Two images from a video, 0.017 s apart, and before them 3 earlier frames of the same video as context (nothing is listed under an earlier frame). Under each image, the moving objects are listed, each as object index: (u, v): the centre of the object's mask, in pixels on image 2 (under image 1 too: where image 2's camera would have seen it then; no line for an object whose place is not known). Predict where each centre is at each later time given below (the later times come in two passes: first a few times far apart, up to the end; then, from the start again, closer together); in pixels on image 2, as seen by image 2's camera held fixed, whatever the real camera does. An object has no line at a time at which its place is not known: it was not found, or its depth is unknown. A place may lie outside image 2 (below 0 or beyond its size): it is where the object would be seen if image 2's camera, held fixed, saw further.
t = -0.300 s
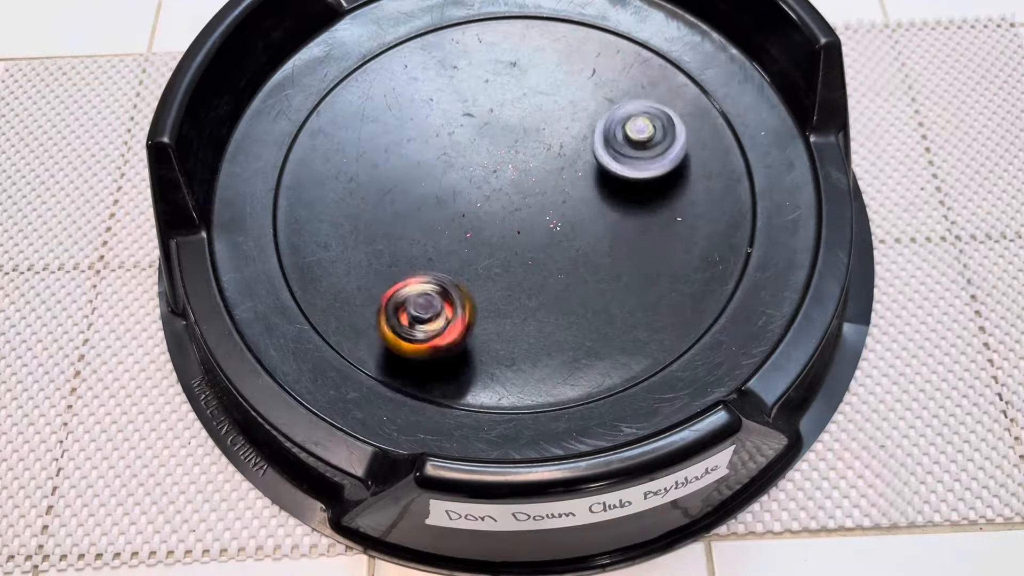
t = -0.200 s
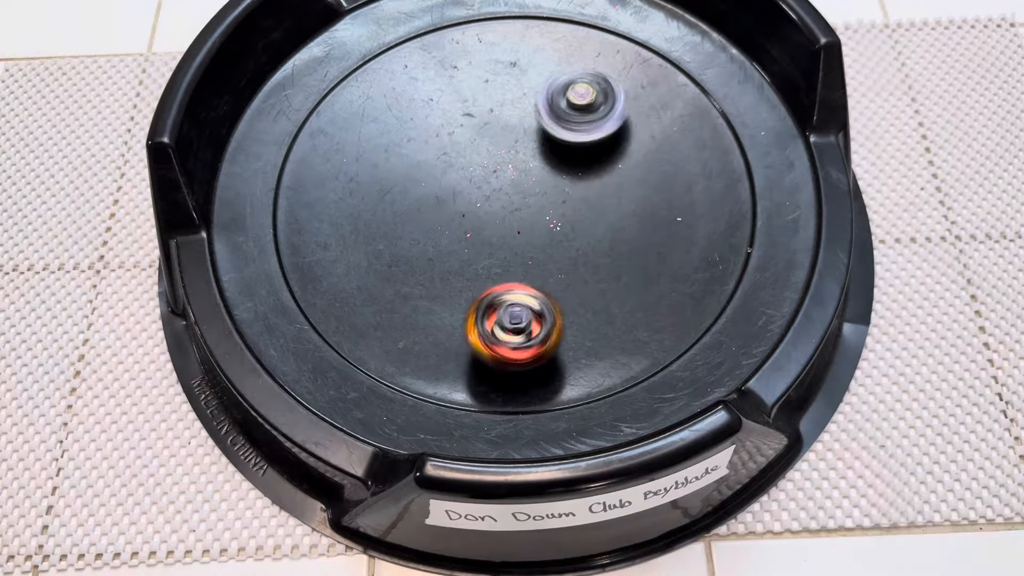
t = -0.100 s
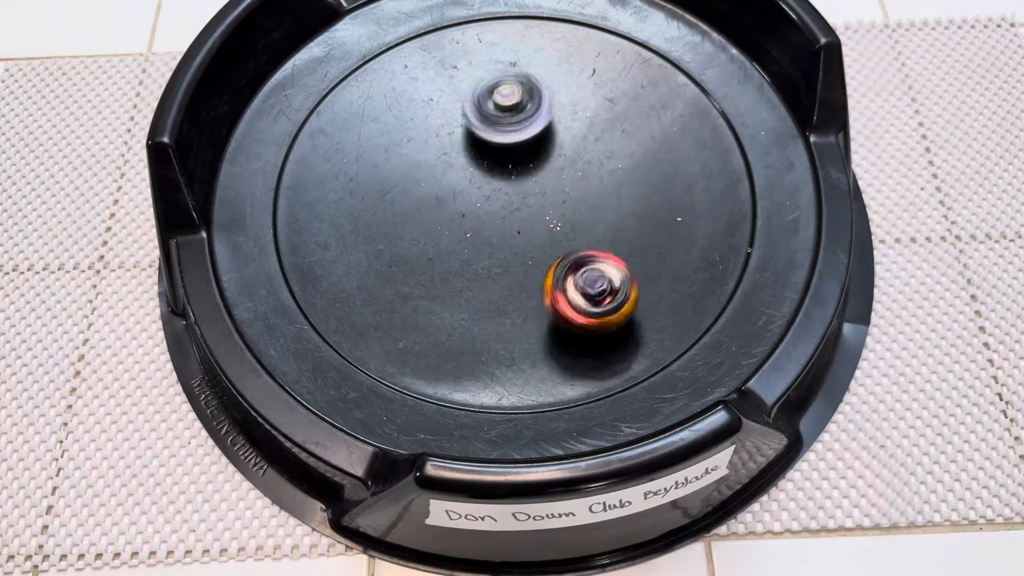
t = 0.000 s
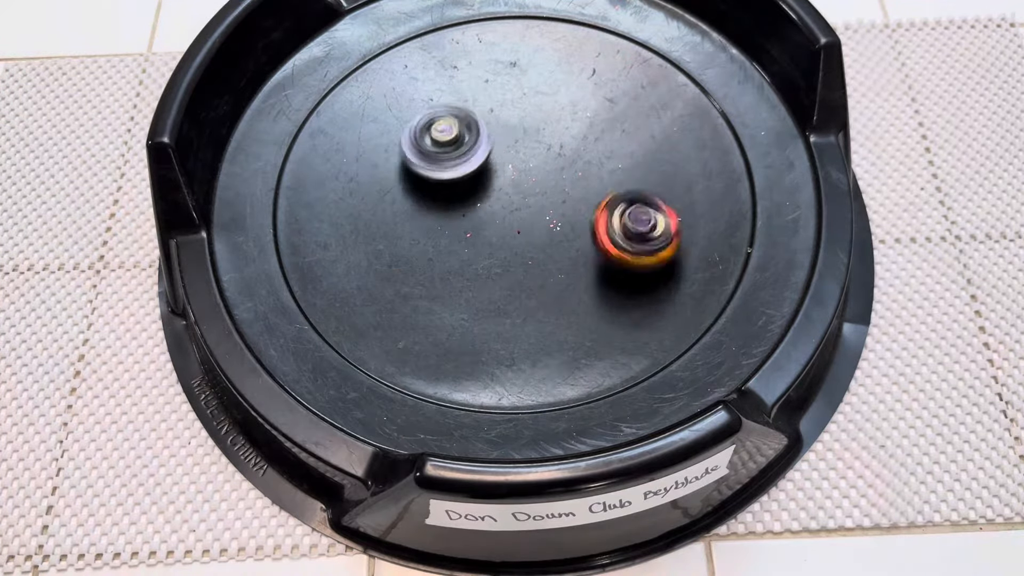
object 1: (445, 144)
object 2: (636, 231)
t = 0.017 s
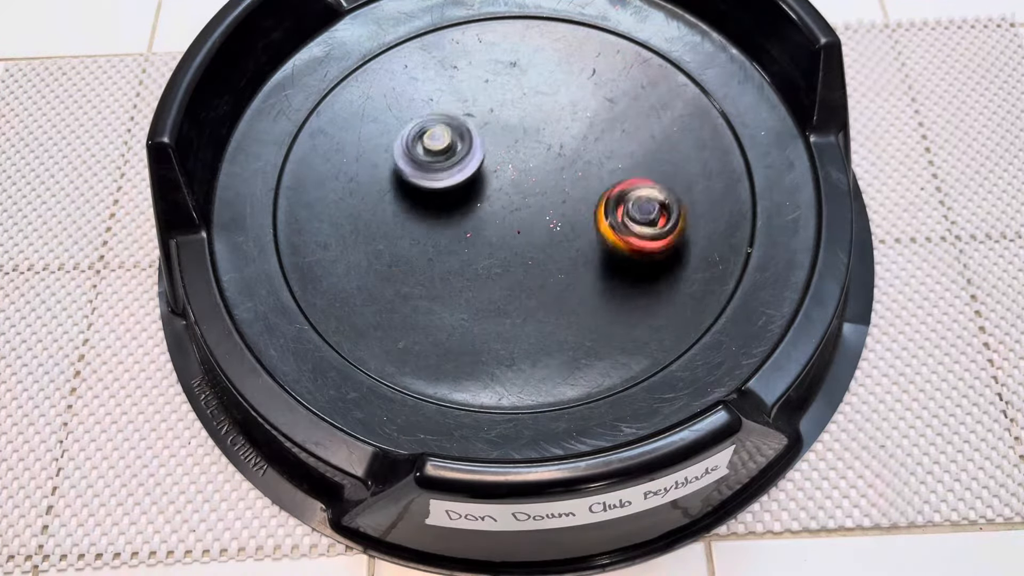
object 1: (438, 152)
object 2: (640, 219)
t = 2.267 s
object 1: (456, 245)
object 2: (572, 290)
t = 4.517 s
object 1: (449, 214)
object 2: (560, 212)
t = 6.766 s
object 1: (466, 157)
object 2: (554, 177)
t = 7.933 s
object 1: (525, 200)
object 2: (541, 102)
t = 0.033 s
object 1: (431, 161)
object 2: (644, 209)
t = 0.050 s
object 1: (426, 171)
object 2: (645, 196)
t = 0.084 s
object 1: (419, 190)
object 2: (647, 175)
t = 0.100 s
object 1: (417, 201)
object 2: (646, 163)
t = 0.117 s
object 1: (417, 211)
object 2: (645, 152)
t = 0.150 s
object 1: (420, 229)
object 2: (639, 129)
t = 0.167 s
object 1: (424, 239)
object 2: (634, 120)
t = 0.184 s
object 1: (428, 248)
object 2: (630, 111)
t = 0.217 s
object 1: (441, 265)
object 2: (617, 91)
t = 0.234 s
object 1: (449, 272)
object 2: (609, 81)
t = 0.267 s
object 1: (468, 282)
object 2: (592, 66)
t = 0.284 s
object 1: (477, 287)
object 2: (582, 60)
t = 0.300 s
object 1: (487, 289)
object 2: (573, 54)
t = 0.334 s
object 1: (506, 292)
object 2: (550, 45)
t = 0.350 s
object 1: (515, 293)
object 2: (538, 43)
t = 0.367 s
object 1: (523, 292)
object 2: (527, 42)
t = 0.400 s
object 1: (541, 289)
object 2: (501, 41)
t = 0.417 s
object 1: (550, 287)
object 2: (488, 42)
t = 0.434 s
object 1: (558, 283)
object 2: (477, 44)
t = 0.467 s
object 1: (573, 274)
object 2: (454, 53)
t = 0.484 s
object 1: (580, 267)
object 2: (443, 57)
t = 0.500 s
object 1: (586, 261)
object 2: (432, 64)
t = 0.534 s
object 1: (596, 247)
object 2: (414, 78)
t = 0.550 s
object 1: (599, 239)
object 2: (406, 86)
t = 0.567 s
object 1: (601, 231)
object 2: (398, 97)
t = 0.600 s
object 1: (603, 215)
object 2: (386, 115)
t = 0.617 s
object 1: (602, 207)
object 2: (382, 125)
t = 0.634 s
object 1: (600, 199)
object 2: (378, 137)
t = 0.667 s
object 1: (594, 184)
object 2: (373, 158)
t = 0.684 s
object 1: (590, 177)
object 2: (371, 169)
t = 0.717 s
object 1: (578, 163)
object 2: (372, 192)
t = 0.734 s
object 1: (571, 156)
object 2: (375, 202)
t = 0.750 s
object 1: (563, 150)
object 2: (378, 216)
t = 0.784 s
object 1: (546, 140)
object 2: (386, 237)
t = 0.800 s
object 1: (536, 136)
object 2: (391, 247)
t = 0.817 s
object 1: (525, 133)
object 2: (398, 258)
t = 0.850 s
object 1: (505, 129)
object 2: (414, 276)
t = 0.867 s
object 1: (493, 128)
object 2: (423, 283)
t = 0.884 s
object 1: (483, 128)
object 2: (434, 292)
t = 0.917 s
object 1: (463, 130)
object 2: (457, 306)
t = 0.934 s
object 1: (454, 132)
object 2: (470, 310)
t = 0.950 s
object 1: (446, 135)
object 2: (483, 316)
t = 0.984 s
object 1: (429, 143)
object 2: (510, 322)
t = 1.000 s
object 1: (422, 148)
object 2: (525, 322)
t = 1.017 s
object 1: (416, 153)
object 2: (539, 322)
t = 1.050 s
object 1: (406, 165)
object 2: (568, 318)
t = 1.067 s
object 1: (403, 171)
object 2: (582, 314)
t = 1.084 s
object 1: (401, 178)
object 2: (594, 307)
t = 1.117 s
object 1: (400, 192)
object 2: (617, 294)
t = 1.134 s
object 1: (400, 199)
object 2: (627, 287)
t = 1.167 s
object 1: (405, 213)
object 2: (644, 269)
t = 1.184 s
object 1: (409, 220)
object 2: (650, 257)
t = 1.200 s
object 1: (413, 227)
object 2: (655, 248)
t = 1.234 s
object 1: (424, 240)
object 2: (661, 226)
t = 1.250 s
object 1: (431, 245)
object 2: (662, 213)
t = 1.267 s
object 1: (439, 250)
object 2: (662, 204)
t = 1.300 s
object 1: (456, 258)
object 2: (657, 181)
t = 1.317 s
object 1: (466, 261)
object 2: (654, 171)
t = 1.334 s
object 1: (475, 262)
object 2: (650, 161)
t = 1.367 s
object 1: (496, 263)
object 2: (638, 141)
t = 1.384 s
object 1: (507, 262)
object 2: (631, 132)
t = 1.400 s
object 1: (517, 260)
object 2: (623, 124)
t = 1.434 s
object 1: (537, 254)
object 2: (607, 108)
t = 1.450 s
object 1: (546, 249)
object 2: (597, 101)
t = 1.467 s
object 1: (555, 244)
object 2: (587, 94)
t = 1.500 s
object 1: (570, 230)
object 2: (567, 83)
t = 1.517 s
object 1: (575, 223)
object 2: (556, 79)
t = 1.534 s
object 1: (581, 215)
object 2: (545, 74)
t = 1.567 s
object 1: (588, 198)
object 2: (521, 68)
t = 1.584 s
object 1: (590, 190)
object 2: (509, 66)
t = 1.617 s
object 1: (591, 173)
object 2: (485, 63)
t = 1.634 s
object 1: (591, 165)
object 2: (473, 62)
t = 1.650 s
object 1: (589, 157)
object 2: (461, 64)
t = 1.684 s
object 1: (583, 142)
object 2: (437, 68)
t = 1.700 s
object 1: (579, 136)
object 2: (426, 70)
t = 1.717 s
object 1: (574, 129)
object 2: (415, 75)
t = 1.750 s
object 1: (562, 117)
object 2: (394, 86)
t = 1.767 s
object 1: (554, 111)
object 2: (385, 92)
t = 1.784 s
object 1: (548, 107)
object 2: (377, 101)
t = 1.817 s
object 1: (532, 101)
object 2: (363, 117)
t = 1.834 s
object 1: (522, 98)
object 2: (358, 126)
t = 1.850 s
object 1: (514, 97)
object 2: (353, 137)
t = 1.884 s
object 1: (495, 97)
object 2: (349, 158)
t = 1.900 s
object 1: (487, 98)
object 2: (350, 169)
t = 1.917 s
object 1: (478, 99)
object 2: (350, 180)
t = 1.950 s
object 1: (461, 104)
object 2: (357, 201)
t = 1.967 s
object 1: (454, 108)
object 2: (362, 211)
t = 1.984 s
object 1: (446, 112)
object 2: (369, 221)
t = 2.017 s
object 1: (432, 124)
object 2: (384, 240)
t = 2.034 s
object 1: (427, 130)
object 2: (393, 249)
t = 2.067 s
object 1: (418, 145)
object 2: (414, 264)
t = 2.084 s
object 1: (415, 153)
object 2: (425, 269)
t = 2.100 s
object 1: (413, 162)
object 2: (437, 276)
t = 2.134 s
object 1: (413, 180)
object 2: (463, 286)
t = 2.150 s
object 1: (414, 188)
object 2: (476, 288)
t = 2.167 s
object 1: (417, 197)
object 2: (490, 292)
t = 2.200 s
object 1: (426, 215)
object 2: (517, 295)
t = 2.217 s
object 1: (432, 223)
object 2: (531, 294)
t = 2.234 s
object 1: (439, 231)
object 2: (545, 294)
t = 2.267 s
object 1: (456, 245)
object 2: (572, 290)
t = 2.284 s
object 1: (465, 251)
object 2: (585, 285)
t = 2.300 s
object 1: (476, 256)
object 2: (598, 281)
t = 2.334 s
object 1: (499, 262)
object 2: (622, 270)
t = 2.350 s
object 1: (510, 264)
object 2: (633, 261)
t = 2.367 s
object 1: (523, 265)
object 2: (643, 255)
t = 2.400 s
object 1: (546, 264)
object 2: (660, 238)
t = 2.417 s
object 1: (558, 261)
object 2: (667, 226)
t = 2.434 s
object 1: (569, 257)
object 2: (672, 218)
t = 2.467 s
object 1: (589, 247)
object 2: (678, 197)
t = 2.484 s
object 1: (598, 241)
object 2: (678, 184)
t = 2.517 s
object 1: (613, 227)
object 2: (676, 165)
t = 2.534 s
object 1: (617, 220)
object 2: (673, 154)
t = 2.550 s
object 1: (620, 214)
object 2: (669, 143)
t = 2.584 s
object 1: (624, 200)
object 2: (657, 124)
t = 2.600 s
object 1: (624, 194)
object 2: (649, 116)
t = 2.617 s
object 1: (622, 188)
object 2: (641, 108)
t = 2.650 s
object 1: (618, 176)
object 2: (621, 95)
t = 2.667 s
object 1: (615, 170)
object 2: (611, 89)
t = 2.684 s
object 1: (611, 165)
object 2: (601, 85)
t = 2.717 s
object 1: (601, 155)
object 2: (578, 78)
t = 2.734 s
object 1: (595, 150)
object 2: (567, 76)
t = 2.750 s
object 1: (588, 147)
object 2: (554, 74)
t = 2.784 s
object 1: (575, 142)
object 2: (531, 72)
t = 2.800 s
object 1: (568, 140)
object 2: (519, 72)
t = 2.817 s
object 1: (560, 139)
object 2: (507, 72)
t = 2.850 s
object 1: (543, 137)
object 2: (482, 74)
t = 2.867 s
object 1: (535, 136)
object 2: (470, 76)
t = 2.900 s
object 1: (517, 137)
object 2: (448, 80)
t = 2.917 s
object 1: (507, 139)
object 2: (436, 84)
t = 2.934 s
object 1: (499, 141)
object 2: (425, 88)
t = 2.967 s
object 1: (482, 147)
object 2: (404, 97)
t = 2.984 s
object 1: (474, 151)
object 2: (394, 103)
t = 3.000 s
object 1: (467, 155)
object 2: (385, 109)
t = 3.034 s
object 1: (453, 166)
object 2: (367, 123)
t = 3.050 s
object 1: (447, 172)
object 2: (360, 131)
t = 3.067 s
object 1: (442, 178)
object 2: (354, 140)
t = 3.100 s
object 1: (435, 192)
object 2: (343, 159)
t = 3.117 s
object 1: (433, 199)
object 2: (340, 168)
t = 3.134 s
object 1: (431, 205)
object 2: (337, 178)
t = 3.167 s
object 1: (431, 220)
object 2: (337, 200)
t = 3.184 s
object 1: (433, 227)
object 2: (338, 210)
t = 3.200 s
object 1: (436, 235)
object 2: (340, 220)
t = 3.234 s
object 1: (446, 248)
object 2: (348, 239)
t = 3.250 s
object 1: (452, 254)
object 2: (354, 248)
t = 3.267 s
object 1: (458, 260)
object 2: (362, 256)
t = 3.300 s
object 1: (476, 268)
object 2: (378, 270)
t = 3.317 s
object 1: (486, 272)
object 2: (388, 276)
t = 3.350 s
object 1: (505, 275)
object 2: (410, 287)
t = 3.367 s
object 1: (517, 275)
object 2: (422, 290)
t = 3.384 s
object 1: (528, 275)
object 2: (432, 294)
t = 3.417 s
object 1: (549, 272)
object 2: (457, 297)
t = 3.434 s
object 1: (559, 268)
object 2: (467, 296)
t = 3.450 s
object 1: (568, 264)
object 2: (480, 297)
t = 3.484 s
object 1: (588, 251)
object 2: (498, 291)
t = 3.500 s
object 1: (596, 244)
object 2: (502, 289)
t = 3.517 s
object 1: (602, 238)
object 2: (509, 284)
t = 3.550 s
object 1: (610, 223)
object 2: (518, 276)
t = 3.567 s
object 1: (613, 217)
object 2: (523, 272)
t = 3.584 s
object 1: (614, 210)
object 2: (525, 265)
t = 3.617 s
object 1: (615, 195)
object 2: (534, 253)
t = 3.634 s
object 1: (613, 187)
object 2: (537, 243)
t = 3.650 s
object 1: (611, 180)
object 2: (537, 237)
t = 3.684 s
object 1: (605, 166)
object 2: (536, 220)
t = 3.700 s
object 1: (612, 153)
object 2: (520, 217)
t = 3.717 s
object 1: (618, 141)
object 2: (507, 214)
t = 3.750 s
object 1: (623, 117)
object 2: (482, 212)
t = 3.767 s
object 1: (622, 108)
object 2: (473, 207)
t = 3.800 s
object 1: (617, 92)
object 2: (455, 203)
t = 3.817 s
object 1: (613, 85)
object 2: (447, 200)
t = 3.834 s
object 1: (607, 78)
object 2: (439, 197)
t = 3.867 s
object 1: (595, 67)
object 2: (422, 191)
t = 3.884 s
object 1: (588, 62)
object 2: (414, 190)
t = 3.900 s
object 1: (581, 57)
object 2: (406, 188)
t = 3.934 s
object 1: (564, 52)
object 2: (393, 188)
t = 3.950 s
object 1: (556, 50)
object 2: (389, 187)
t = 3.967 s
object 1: (548, 48)
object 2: (385, 188)
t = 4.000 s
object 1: (530, 48)
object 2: (380, 187)
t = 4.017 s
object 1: (522, 49)
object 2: (380, 187)
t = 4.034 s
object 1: (513, 50)
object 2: (378, 187)
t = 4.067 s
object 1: (496, 55)
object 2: (379, 186)
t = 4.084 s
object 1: (490, 58)
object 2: (379, 187)
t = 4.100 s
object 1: (480, 63)
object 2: (382, 186)
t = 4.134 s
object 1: (467, 71)
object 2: (387, 187)
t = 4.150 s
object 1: (459, 77)
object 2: (392, 185)
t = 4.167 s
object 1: (453, 82)
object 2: (397, 186)
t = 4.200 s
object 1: (441, 95)
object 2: (407, 184)
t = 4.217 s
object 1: (436, 102)
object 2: (413, 185)
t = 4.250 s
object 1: (427, 111)
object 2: (427, 189)
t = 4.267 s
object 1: (425, 115)
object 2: (435, 196)
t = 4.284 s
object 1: (423, 118)
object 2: (443, 202)
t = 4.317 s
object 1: (419, 129)
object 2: (459, 209)
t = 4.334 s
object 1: (418, 135)
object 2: (467, 211)
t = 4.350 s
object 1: (418, 143)
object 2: (476, 213)
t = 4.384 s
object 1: (419, 158)
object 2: (492, 216)
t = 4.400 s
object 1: (420, 165)
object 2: (501, 216)
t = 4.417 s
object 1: (421, 173)
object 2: (510, 217)
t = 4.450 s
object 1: (428, 187)
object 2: (526, 216)
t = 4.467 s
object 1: (432, 194)
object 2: (535, 216)
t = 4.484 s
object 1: (437, 202)
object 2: (544, 215)
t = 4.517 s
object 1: (449, 214)
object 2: (560, 212)
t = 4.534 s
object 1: (456, 220)
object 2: (568, 209)
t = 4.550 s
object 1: (462, 226)
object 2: (576, 206)
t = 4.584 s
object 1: (479, 235)
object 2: (590, 197)
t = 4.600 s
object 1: (487, 239)
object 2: (597, 193)
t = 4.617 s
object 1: (496, 243)
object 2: (602, 189)
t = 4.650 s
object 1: (514, 247)
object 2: (609, 176)
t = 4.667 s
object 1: (523, 249)
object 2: (611, 170)
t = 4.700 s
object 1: (541, 249)
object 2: (610, 158)
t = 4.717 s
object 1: (550, 249)
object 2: (608, 155)
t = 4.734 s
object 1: (558, 248)
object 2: (605, 150)
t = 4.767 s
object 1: (575, 244)
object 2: (597, 145)
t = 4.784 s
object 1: (583, 241)
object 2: (593, 143)
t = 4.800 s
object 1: (590, 238)
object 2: (588, 140)
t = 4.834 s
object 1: (602, 230)
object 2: (575, 139)
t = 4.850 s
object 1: (607, 226)
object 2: (569, 138)
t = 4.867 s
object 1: (611, 221)
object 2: (562, 140)
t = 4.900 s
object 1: (619, 211)
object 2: (548, 143)
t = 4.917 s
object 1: (621, 206)
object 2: (540, 146)
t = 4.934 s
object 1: (623, 201)
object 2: (533, 150)
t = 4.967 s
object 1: (624, 191)
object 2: (521, 158)
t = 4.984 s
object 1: (624, 187)
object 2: (514, 162)
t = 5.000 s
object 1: (622, 183)
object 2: (509, 166)
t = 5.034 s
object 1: (619, 174)
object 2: (497, 177)
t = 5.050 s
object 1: (616, 171)
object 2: (492, 180)
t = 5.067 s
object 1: (613, 167)
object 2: (486, 186)
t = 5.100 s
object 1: (605, 160)
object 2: (477, 196)
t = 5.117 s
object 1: (601, 158)
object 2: (472, 202)
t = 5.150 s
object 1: (590, 153)
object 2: (465, 212)
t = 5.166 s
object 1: (586, 153)
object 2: (462, 217)
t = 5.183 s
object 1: (579, 150)
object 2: (458, 223)
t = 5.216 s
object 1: (566, 149)
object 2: (455, 236)
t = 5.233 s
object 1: (558, 148)
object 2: (455, 242)
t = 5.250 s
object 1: (551, 147)
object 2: (456, 248)
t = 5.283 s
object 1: (537, 148)
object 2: (461, 257)
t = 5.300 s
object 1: (530, 148)
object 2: (465, 261)
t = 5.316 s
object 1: (522, 150)
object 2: (469, 263)
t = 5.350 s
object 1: (506, 153)
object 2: (478, 266)
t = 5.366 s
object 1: (499, 155)
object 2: (482, 267)
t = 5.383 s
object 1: (491, 158)
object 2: (488, 266)
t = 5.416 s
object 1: (478, 165)
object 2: (498, 264)
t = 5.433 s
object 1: (472, 167)
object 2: (503, 261)
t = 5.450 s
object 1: (466, 173)
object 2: (507, 258)
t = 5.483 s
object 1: (455, 181)
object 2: (517, 250)
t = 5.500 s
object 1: (450, 186)
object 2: (520, 245)
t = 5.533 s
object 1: (444, 197)
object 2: (525, 236)
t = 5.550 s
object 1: (441, 203)
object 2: (527, 232)
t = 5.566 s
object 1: (439, 209)
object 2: (530, 225)
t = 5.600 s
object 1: (437, 220)
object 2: (538, 215)
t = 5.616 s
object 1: (436, 225)
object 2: (540, 210)
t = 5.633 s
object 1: (438, 230)
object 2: (543, 203)
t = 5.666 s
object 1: (441, 240)
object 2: (547, 191)
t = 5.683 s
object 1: (444, 245)
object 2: (548, 185)
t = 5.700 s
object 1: (447, 249)
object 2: (549, 179)
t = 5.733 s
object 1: (456, 256)
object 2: (549, 168)
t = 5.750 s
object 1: (459, 259)
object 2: (549, 162)
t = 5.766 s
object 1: (465, 261)
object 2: (547, 155)
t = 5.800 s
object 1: (475, 265)
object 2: (543, 146)
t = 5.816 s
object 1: (481, 266)
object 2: (539, 139)
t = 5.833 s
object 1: (487, 267)
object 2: (536, 135)
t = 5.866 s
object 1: (499, 266)
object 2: (527, 128)
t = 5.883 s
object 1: (504, 265)
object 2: (522, 125)
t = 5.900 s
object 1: (510, 264)
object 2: (516, 125)
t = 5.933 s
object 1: (522, 260)
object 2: (504, 122)
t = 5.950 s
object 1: (527, 256)
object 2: (499, 124)
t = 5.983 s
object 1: (537, 250)
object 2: (488, 127)
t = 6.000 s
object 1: (542, 245)
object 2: (485, 129)
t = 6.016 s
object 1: (546, 240)
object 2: (481, 132)
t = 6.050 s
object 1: (553, 229)
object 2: (473, 139)
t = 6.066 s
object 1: (555, 223)
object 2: (471, 143)
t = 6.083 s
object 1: (557, 217)
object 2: (469, 148)
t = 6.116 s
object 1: (558, 205)
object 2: (465, 158)
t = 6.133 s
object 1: (558, 199)
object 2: (465, 164)
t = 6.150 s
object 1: (557, 193)
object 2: (466, 170)
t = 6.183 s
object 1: (557, 182)
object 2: (466, 178)
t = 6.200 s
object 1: (556, 177)
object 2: (466, 183)
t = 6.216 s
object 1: (555, 172)
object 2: (465, 189)
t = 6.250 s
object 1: (552, 162)
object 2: (469, 199)
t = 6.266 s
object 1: (550, 158)
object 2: (472, 203)
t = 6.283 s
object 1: (547, 153)
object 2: (475, 208)
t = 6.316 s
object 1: (541, 145)
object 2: (483, 214)
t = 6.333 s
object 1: (538, 143)
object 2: (488, 219)
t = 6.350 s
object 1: (534, 139)
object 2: (494, 221)
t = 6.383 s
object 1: (528, 135)
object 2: (505, 223)
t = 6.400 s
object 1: (523, 132)
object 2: (509, 224)
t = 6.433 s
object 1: (516, 130)
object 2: (520, 224)
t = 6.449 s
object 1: (511, 129)
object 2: (526, 223)
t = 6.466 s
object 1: (508, 129)
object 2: (531, 222)
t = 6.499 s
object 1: (501, 128)
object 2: (539, 218)
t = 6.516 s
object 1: (497, 129)
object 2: (544, 217)
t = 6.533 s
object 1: (494, 130)
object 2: (547, 215)
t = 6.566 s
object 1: (488, 131)
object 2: (552, 209)
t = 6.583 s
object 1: (486, 132)
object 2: (555, 205)
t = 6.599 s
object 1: (484, 134)
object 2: (557, 203)
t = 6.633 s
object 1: (480, 137)
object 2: (559, 196)
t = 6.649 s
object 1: (477, 138)
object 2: (560, 194)
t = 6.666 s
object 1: (476, 141)
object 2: (560, 191)
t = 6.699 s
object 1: (472, 145)
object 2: (558, 185)
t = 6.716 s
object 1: (470, 147)
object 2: (557, 183)
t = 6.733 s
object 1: (469, 151)
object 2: (556, 181)
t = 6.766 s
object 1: (466, 157)
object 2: (554, 177)
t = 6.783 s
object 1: (460, 159)
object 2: (556, 177)
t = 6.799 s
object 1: (456, 160)
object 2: (557, 176)
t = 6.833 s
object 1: (451, 167)
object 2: (559, 175)
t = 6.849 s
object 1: (448, 170)
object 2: (559, 173)
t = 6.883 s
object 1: (445, 177)
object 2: (559, 172)
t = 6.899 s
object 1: (444, 181)
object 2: (558, 172)
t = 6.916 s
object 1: (444, 184)
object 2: (558, 173)
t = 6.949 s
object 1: (445, 192)
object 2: (556, 173)
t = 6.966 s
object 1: (446, 197)
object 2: (555, 172)
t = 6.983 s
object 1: (447, 201)
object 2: (554, 172)
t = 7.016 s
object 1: (452, 208)
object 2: (552, 172)
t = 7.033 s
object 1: (455, 212)
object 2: (549, 173)
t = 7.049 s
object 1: (458, 216)
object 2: (548, 175)
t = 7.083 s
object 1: (467, 222)
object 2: (543, 176)
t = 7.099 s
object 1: (469, 225)
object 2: (541, 175)
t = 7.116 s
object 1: (471, 227)
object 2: (542, 175)
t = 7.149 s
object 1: (475, 232)
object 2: (543, 173)
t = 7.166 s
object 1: (478, 234)
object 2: (543, 173)
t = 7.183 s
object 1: (482, 236)
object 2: (543, 172)
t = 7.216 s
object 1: (489, 239)
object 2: (543, 171)
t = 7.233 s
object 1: (492, 240)
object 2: (543, 170)
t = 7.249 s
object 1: (495, 241)
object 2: (542, 171)
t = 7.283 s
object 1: (502, 242)
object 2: (541, 169)
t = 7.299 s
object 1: (503, 243)
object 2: (542, 167)
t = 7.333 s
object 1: (508, 245)
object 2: (546, 161)
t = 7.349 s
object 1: (511, 245)
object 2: (547, 158)
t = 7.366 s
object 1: (514, 244)
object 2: (548, 156)
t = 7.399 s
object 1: (521, 241)
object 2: (549, 150)
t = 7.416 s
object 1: (525, 239)
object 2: (550, 148)
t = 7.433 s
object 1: (528, 237)
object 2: (551, 146)
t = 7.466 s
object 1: (533, 232)
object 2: (551, 143)
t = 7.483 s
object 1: (535, 230)
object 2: (550, 141)
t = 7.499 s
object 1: (538, 226)
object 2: (550, 140)
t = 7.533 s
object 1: (542, 220)
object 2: (549, 139)
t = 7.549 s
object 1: (543, 218)
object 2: (549, 137)
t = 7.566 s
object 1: (543, 218)
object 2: (549, 132)
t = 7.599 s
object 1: (543, 216)
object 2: (548, 125)
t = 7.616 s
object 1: (543, 214)
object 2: (549, 123)
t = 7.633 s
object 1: (544, 213)
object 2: (549, 122)
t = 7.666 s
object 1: (544, 211)
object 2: (547, 118)
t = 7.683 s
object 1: (545, 210)
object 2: (547, 118)
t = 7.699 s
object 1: (545, 208)
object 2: (547, 117)
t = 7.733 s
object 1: (545, 205)
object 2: (547, 116)
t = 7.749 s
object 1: (545, 204)
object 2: (546, 116)
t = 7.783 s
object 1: (543, 199)
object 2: (546, 117)
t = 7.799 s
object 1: (542, 197)
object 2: (546, 118)
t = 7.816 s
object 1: (541, 195)
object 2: (544, 117)
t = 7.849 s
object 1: (536, 196)
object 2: (543, 114)
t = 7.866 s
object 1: (533, 198)
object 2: (543, 110)
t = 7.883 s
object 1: (530, 200)
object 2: (543, 108)
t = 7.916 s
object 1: (527, 201)
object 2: (542, 102)
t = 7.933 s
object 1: (525, 200)
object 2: (541, 102)
